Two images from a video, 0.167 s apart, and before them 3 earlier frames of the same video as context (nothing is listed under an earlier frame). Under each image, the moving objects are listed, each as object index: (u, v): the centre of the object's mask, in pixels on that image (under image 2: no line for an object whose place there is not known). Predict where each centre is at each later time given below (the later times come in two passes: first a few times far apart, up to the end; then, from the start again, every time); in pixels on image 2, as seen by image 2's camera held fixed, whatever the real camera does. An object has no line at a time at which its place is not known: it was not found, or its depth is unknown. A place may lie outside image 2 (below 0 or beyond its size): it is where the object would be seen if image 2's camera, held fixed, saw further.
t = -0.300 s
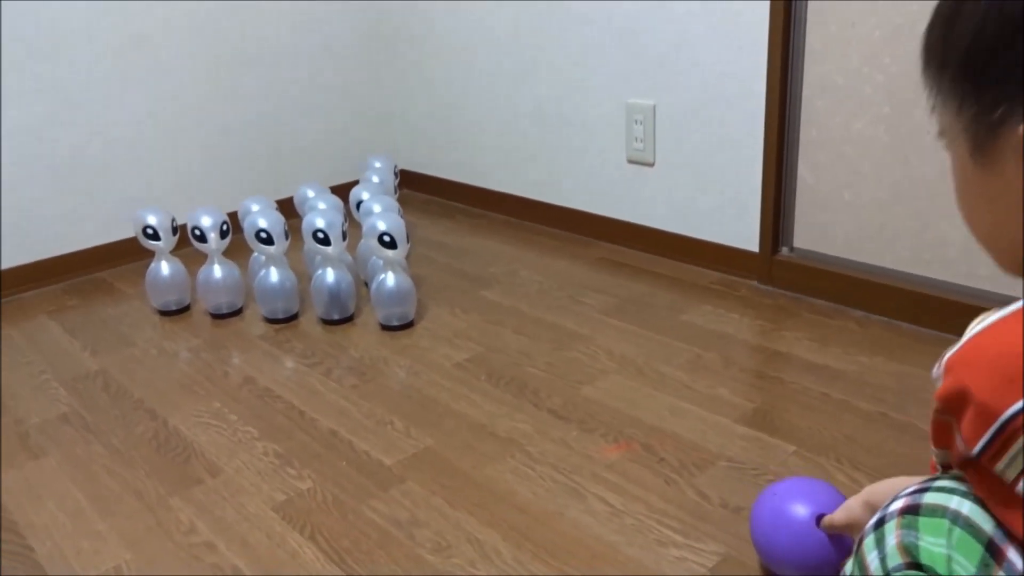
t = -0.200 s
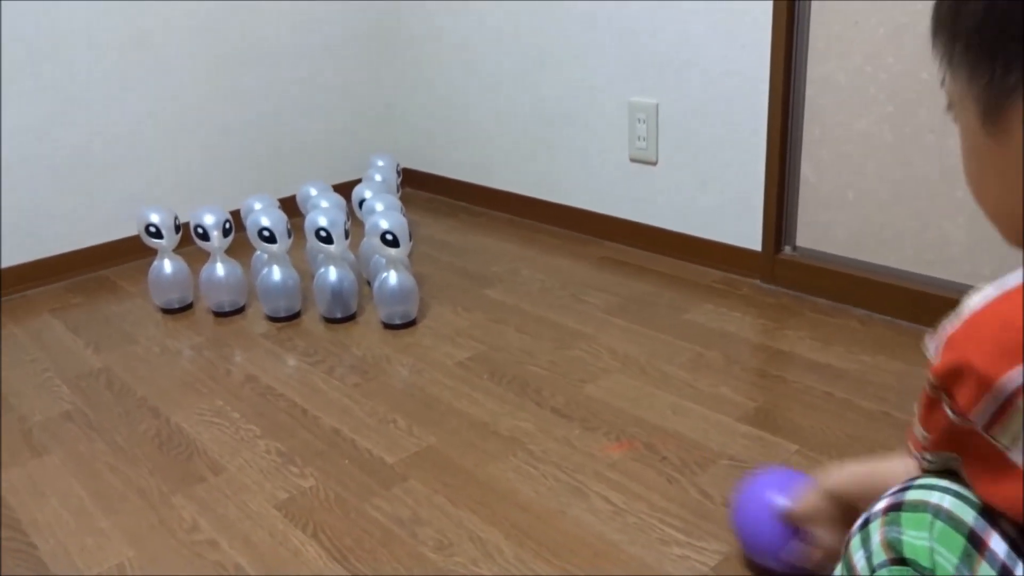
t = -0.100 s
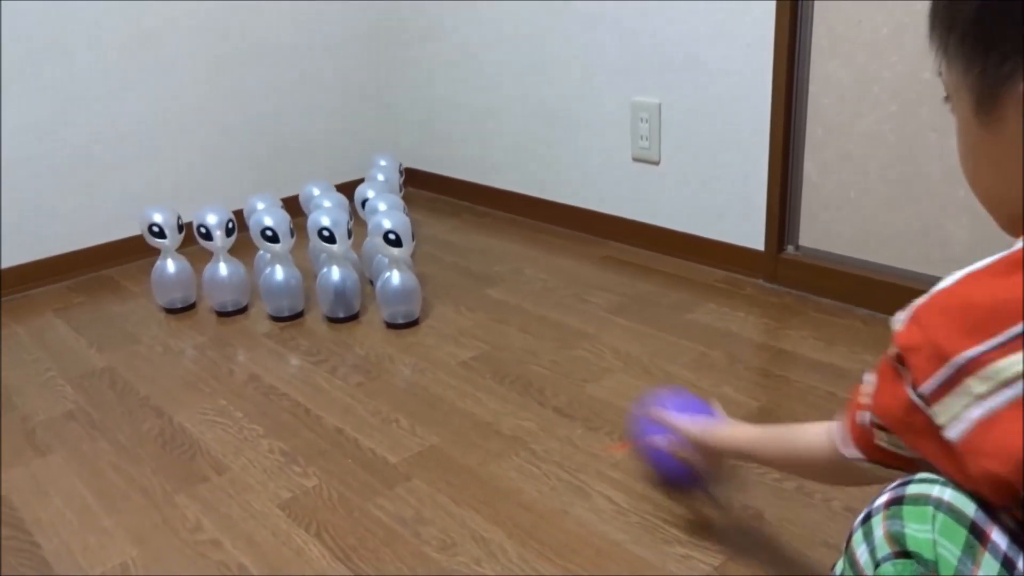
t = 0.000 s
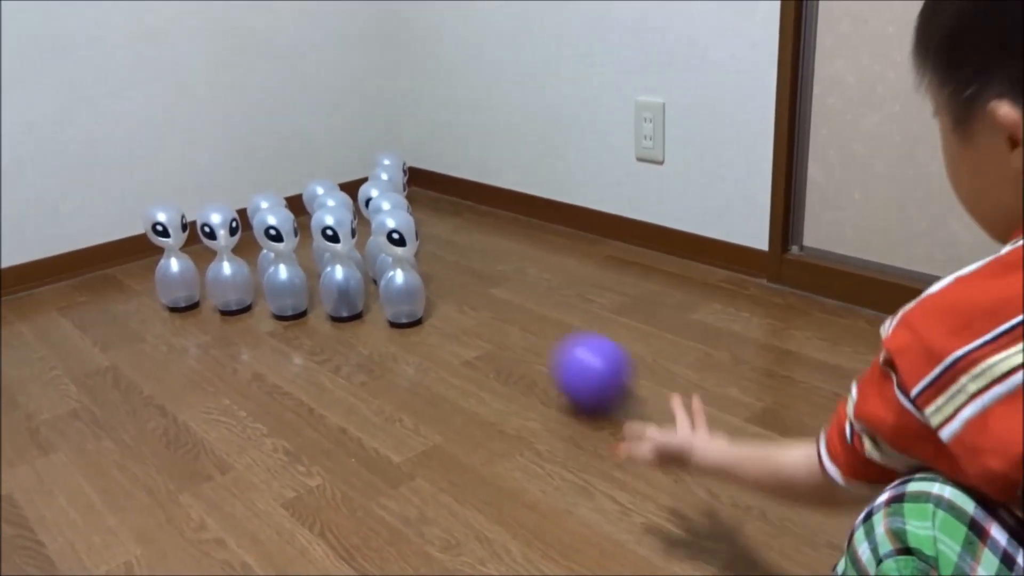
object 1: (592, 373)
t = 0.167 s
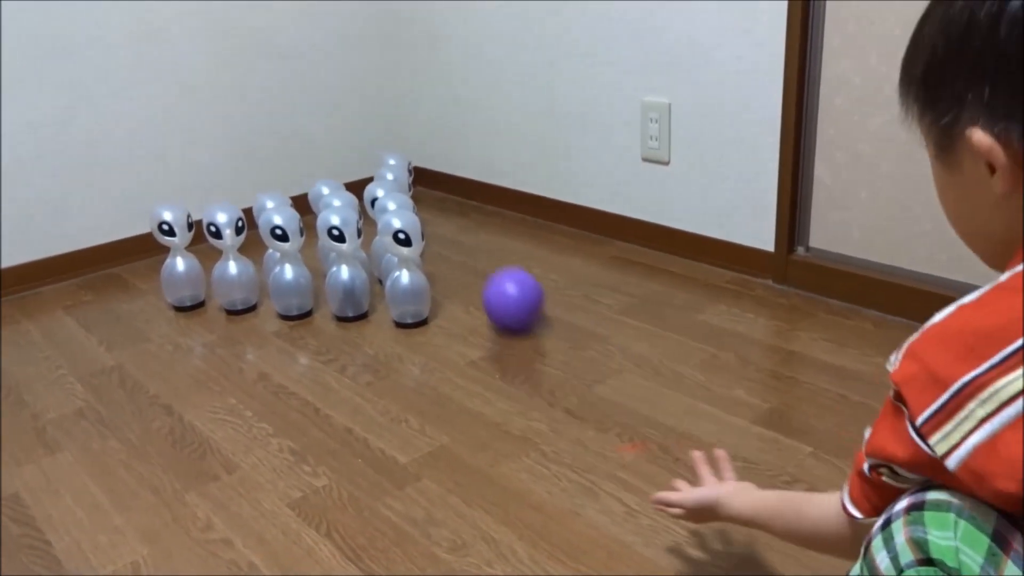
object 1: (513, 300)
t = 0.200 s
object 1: (505, 291)
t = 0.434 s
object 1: (467, 230)
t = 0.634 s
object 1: (451, 196)
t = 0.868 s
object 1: (421, 178)
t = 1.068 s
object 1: (433, 190)
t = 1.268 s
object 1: (448, 195)
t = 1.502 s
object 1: (476, 199)
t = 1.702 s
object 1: (489, 205)
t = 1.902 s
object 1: (499, 210)
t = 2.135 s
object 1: (519, 217)
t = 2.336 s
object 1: (529, 228)
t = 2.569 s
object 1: (536, 238)
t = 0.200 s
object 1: (505, 291)
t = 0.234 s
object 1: (498, 280)
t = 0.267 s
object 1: (491, 272)
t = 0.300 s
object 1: (485, 263)
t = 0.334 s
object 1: (478, 254)
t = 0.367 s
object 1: (474, 245)
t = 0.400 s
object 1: (470, 238)
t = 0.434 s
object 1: (467, 230)
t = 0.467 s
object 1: (463, 224)
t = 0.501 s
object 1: (459, 218)
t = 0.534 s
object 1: (455, 211)
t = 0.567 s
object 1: (453, 206)
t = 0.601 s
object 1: (452, 201)
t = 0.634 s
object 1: (451, 196)
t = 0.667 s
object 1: (450, 191)
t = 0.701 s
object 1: (447, 187)
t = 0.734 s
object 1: (438, 184)
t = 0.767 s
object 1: (429, 182)
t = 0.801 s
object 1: (423, 180)
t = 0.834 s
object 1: (420, 178)
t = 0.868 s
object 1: (421, 178)
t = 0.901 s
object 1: (423, 181)
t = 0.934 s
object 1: (425, 184)
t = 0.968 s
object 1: (428, 186)
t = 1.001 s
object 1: (429, 187)
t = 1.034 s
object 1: (431, 189)
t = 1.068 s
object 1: (433, 190)
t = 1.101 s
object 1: (434, 192)
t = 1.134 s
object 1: (436, 192)
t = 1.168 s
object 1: (439, 193)
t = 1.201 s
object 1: (442, 193)
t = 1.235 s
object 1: (445, 194)
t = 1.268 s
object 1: (448, 195)
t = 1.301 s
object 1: (452, 195)
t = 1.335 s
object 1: (456, 195)
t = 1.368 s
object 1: (460, 196)
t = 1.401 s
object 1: (464, 197)
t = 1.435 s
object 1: (468, 198)
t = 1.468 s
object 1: (472, 198)
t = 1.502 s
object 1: (476, 199)
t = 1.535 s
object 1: (480, 200)
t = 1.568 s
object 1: (482, 201)
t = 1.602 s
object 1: (485, 202)
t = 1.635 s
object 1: (486, 203)
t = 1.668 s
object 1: (488, 204)
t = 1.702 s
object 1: (489, 205)
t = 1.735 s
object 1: (491, 206)
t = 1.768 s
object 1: (492, 207)
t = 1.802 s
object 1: (493, 208)
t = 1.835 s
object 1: (495, 208)
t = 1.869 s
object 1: (497, 209)
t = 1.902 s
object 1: (499, 210)
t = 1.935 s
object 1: (502, 211)
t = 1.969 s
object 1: (504, 211)
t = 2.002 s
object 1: (506, 212)
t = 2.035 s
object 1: (510, 213)
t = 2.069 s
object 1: (513, 214)
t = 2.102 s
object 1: (516, 215)
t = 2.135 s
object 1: (519, 217)
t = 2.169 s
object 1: (521, 219)
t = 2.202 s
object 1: (524, 221)
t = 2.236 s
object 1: (526, 222)
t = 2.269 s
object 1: (527, 224)
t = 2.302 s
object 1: (528, 226)
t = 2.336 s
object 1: (529, 228)
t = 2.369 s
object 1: (530, 229)
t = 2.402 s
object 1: (530, 231)
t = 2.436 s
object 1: (531, 233)
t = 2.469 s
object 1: (532, 234)
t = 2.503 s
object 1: (533, 235)
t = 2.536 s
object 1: (534, 236)
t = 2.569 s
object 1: (536, 238)
